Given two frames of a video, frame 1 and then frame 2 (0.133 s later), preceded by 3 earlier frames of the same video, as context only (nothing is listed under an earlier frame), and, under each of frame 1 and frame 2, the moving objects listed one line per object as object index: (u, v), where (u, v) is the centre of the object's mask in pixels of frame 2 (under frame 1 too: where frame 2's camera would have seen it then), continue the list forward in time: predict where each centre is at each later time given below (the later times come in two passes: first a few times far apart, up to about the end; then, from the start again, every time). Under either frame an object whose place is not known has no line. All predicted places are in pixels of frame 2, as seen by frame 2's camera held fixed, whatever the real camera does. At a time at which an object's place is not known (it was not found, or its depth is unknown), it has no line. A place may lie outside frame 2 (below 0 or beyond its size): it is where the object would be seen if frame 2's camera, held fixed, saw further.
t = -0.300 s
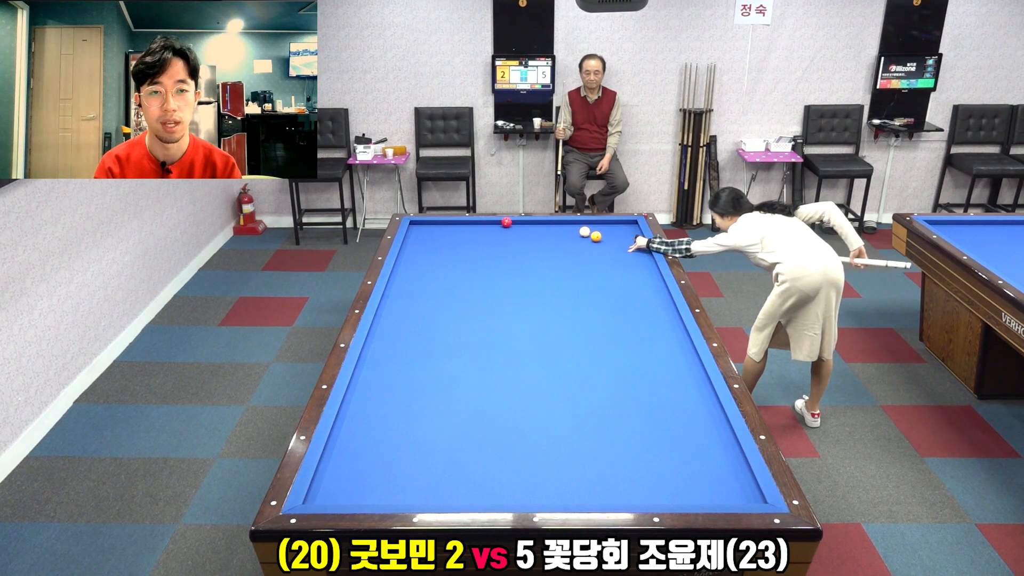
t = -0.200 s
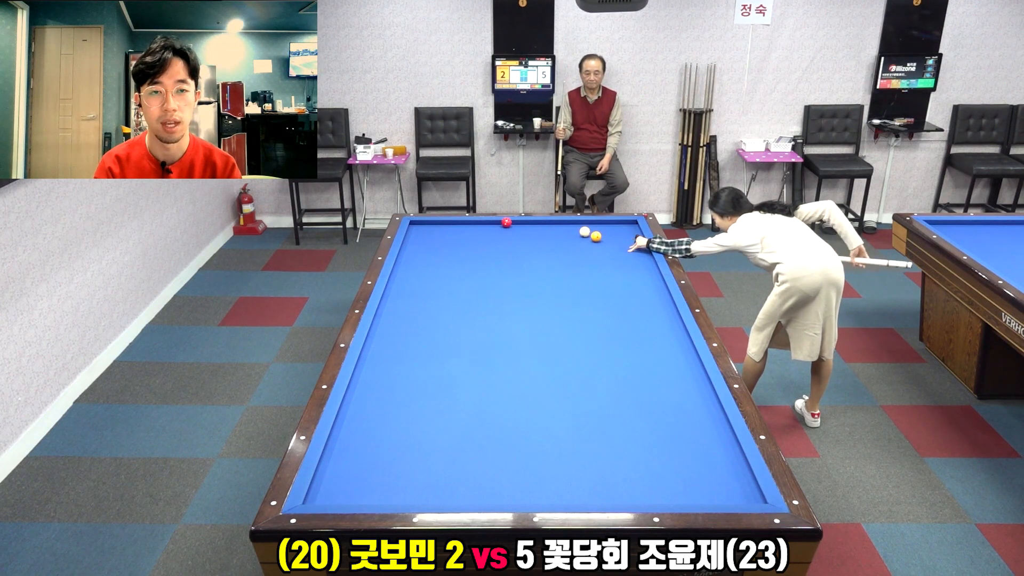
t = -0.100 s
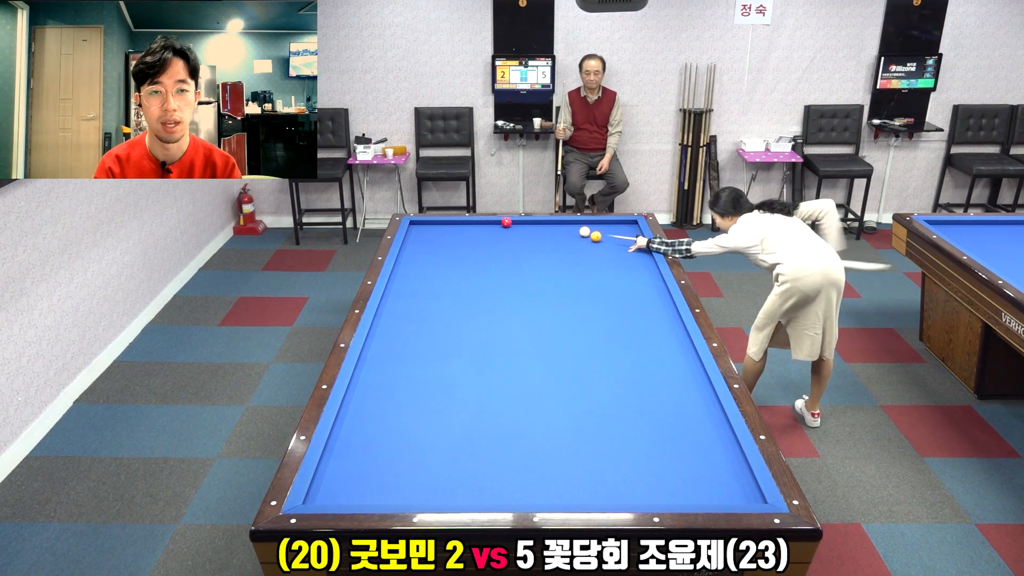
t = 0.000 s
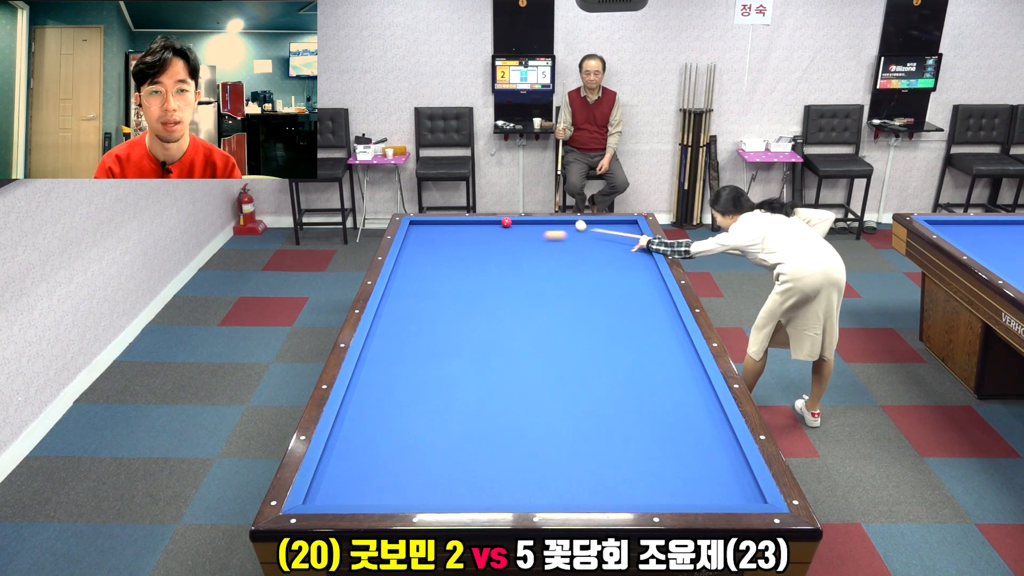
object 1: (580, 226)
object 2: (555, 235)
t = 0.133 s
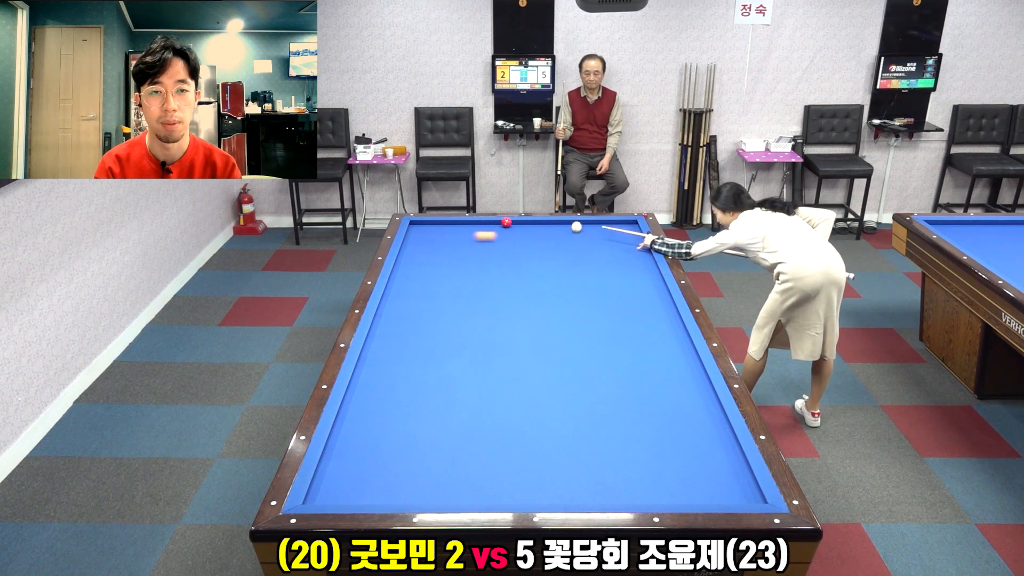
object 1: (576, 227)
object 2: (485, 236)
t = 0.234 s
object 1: (575, 233)
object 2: (433, 235)
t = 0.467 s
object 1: (571, 246)
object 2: (489, 231)
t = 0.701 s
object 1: (567, 260)
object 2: (572, 227)
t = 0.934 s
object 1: (562, 275)
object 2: (631, 225)
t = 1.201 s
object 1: (556, 294)
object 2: (579, 223)
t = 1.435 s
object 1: (550, 313)
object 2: (543, 222)
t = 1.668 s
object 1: (544, 334)
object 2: (516, 222)
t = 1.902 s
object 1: (537, 356)
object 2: (508, 223)
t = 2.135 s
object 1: (530, 381)
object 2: (501, 224)
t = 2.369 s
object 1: (521, 410)
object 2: (494, 224)
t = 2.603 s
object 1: (511, 441)
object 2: (487, 225)
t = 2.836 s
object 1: (500, 477)
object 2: (481, 225)
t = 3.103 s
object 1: (490, 487)
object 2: (474, 226)
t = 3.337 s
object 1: (485, 465)
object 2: (468, 226)
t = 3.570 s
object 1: (480, 446)
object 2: (463, 227)
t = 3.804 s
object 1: (475, 428)
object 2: (458, 227)
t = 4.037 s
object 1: (471, 413)
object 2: (453, 227)
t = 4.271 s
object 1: (468, 398)
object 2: (449, 228)
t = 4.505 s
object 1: (464, 385)
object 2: (445, 228)
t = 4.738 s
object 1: (461, 372)
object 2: (441, 228)
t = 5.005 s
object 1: (458, 359)
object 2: (438, 228)
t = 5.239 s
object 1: (456, 349)
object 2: (435, 229)
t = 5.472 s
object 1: (453, 340)
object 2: (432, 229)
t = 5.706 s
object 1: (452, 331)
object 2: (430, 229)
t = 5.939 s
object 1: (450, 322)
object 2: (428, 229)
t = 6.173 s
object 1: (448, 315)
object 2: (427, 229)
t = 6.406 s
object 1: (446, 307)
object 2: (426, 229)
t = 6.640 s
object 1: (445, 301)
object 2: (426, 229)
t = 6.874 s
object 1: (443, 294)
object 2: (425, 229)
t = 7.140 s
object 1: (441, 288)
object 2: (425, 229)
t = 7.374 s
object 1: (440, 282)
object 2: (425, 229)
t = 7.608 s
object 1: (439, 277)
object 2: (425, 229)
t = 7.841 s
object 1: (438, 272)
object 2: (425, 229)
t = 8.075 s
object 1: (437, 268)
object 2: (425, 229)
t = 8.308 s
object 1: (436, 264)
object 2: (425, 229)
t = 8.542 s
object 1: (435, 260)
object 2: (425, 229)
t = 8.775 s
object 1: (434, 256)
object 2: (425, 229)
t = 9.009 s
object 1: (433, 252)
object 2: (425, 229)
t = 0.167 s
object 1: (576, 229)
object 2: (468, 236)
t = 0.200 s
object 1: (575, 231)
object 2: (450, 236)
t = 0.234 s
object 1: (575, 233)
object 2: (433, 235)
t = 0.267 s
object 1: (574, 234)
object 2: (416, 235)
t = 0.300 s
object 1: (573, 236)
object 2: (417, 234)
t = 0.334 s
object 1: (573, 238)
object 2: (432, 234)
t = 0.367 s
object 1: (573, 240)
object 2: (447, 233)
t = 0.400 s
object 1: (572, 242)
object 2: (461, 233)
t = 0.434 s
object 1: (571, 244)
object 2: (476, 232)
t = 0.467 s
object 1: (571, 246)
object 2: (489, 231)
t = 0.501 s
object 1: (570, 248)
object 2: (502, 231)
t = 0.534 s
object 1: (570, 250)
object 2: (515, 230)
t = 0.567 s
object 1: (569, 252)
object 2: (528, 229)
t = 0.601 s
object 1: (569, 254)
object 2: (540, 229)
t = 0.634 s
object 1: (568, 256)
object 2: (551, 228)
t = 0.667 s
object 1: (567, 258)
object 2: (562, 228)
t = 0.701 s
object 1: (567, 260)
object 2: (572, 227)
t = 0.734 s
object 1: (566, 262)
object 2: (583, 227)
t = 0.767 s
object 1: (565, 264)
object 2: (592, 226)
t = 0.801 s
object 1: (565, 266)
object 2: (602, 226)
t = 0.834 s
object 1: (564, 268)
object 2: (611, 225)
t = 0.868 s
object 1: (563, 271)
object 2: (620, 225)
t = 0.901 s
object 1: (563, 273)
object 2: (628, 225)
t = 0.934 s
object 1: (562, 275)
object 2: (631, 225)
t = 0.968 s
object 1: (561, 277)
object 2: (622, 225)
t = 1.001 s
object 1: (561, 280)
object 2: (615, 225)
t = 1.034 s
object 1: (560, 282)
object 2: (608, 224)
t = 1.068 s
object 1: (559, 285)
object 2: (602, 223)
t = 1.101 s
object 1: (558, 287)
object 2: (596, 223)
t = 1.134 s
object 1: (558, 289)
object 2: (590, 223)
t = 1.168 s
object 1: (557, 292)
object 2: (585, 223)
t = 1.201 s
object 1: (556, 294)
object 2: (579, 223)
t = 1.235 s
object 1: (555, 297)
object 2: (574, 222)
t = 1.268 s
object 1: (555, 300)
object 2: (569, 222)
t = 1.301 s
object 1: (554, 302)
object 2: (564, 222)
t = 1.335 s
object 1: (553, 305)
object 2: (559, 222)
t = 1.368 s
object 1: (552, 308)
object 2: (554, 222)
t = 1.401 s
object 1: (551, 311)
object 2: (548, 222)
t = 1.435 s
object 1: (550, 313)
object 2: (543, 222)
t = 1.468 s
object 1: (550, 316)
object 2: (538, 222)
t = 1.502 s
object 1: (549, 319)
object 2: (533, 222)
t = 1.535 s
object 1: (548, 322)
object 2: (528, 222)
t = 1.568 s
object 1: (547, 325)
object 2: (524, 222)
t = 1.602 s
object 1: (546, 328)
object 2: (519, 222)
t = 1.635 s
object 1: (545, 331)
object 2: (516, 222)
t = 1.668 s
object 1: (544, 334)
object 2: (516, 222)
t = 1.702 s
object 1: (543, 337)
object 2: (515, 223)
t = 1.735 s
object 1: (542, 340)
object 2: (514, 223)
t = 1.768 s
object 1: (541, 343)
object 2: (512, 223)
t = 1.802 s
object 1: (540, 346)
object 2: (512, 223)
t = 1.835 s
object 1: (539, 349)
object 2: (510, 223)
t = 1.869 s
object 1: (538, 353)
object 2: (509, 223)
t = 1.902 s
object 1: (537, 356)
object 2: (508, 223)
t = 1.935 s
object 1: (536, 360)
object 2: (507, 223)
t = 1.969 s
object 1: (535, 363)
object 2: (506, 223)
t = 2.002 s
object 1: (534, 367)
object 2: (505, 223)
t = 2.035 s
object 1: (533, 370)
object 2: (504, 223)
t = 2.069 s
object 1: (532, 374)
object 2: (503, 223)
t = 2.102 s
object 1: (531, 378)
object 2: (502, 224)
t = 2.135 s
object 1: (530, 381)
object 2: (501, 224)
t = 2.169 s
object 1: (529, 385)
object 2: (500, 224)
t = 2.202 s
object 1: (527, 389)
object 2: (499, 224)
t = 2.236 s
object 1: (526, 393)
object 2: (498, 224)
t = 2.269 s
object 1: (525, 397)
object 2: (497, 224)
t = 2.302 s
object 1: (524, 401)
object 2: (496, 224)
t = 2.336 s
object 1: (523, 405)
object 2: (495, 224)
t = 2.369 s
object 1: (521, 410)
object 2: (494, 224)
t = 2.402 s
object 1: (520, 414)
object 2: (493, 224)
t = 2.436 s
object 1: (518, 418)
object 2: (492, 224)
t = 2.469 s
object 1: (517, 423)
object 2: (491, 225)
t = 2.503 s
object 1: (516, 427)
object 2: (490, 225)
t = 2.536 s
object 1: (514, 432)
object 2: (489, 225)
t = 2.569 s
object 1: (513, 436)
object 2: (488, 225)
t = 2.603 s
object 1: (511, 441)
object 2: (487, 225)
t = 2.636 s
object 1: (510, 446)
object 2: (486, 225)
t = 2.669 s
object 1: (508, 451)
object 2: (485, 225)
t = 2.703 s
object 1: (507, 456)
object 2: (484, 225)
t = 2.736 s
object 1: (505, 462)
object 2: (483, 225)
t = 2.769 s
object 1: (504, 467)
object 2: (482, 225)
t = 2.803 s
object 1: (502, 472)
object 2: (481, 225)
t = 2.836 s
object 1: (500, 477)
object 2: (481, 225)
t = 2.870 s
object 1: (499, 483)
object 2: (480, 225)
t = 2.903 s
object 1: (497, 489)
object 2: (479, 226)
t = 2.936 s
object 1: (495, 493)
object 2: (478, 225)
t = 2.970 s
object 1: (494, 496)
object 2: (477, 226)
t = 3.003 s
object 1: (492, 495)
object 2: (476, 226)
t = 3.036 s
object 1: (492, 493)
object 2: (475, 226)
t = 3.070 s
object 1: (491, 490)
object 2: (475, 226)
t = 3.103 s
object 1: (490, 487)
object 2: (474, 226)
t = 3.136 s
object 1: (489, 483)
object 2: (473, 226)
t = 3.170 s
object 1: (488, 480)
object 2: (472, 226)
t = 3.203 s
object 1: (488, 477)
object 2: (471, 226)
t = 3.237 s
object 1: (487, 474)
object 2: (470, 226)
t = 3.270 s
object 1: (486, 471)
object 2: (470, 226)
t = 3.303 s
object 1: (485, 468)
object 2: (469, 226)
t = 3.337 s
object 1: (485, 465)
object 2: (468, 226)
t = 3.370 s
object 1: (484, 463)
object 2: (467, 226)
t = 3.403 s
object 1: (483, 460)
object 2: (466, 226)
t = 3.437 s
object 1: (483, 457)
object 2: (466, 226)
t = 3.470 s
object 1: (482, 454)
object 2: (465, 227)
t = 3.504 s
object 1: (481, 451)
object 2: (464, 227)
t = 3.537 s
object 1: (481, 449)
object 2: (463, 227)
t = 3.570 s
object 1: (480, 446)
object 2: (463, 227)
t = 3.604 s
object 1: (479, 443)
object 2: (462, 227)
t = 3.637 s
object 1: (478, 441)
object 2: (461, 227)
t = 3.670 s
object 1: (478, 439)
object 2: (461, 227)
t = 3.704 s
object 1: (477, 436)
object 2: (460, 227)
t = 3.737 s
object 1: (477, 433)
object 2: (459, 227)
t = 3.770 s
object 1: (476, 431)
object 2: (458, 227)
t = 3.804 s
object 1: (475, 428)
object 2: (458, 227)
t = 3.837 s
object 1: (475, 426)
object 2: (457, 227)
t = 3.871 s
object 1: (474, 424)
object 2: (456, 227)
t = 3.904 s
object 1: (474, 421)
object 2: (456, 227)
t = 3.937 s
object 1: (473, 419)
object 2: (455, 227)
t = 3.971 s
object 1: (472, 417)
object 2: (454, 227)
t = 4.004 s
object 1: (472, 415)
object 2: (454, 227)
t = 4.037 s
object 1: (471, 413)
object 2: (453, 227)
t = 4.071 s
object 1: (471, 410)
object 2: (452, 227)
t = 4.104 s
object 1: (470, 408)
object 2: (452, 227)
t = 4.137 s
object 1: (470, 406)
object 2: (451, 227)
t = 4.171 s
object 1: (469, 404)
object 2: (451, 228)
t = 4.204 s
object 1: (468, 402)
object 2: (450, 228)
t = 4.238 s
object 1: (468, 400)
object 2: (449, 228)
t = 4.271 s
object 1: (468, 398)
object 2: (449, 228)
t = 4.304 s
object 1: (467, 396)
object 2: (448, 228)
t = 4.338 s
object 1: (467, 394)
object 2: (448, 228)
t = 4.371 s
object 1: (466, 392)
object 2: (447, 228)
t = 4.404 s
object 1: (466, 390)
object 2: (446, 228)
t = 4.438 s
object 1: (465, 388)
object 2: (446, 228)
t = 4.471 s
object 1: (465, 386)
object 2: (445, 228)
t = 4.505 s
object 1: (464, 385)
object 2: (445, 228)
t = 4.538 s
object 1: (464, 383)
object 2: (444, 228)
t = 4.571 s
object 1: (463, 381)
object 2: (444, 228)
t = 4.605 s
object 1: (463, 379)
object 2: (443, 228)
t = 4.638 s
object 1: (463, 377)
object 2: (443, 228)
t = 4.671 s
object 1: (462, 376)
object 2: (442, 228)
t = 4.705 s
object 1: (462, 374)
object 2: (442, 228)
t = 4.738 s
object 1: (461, 372)
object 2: (441, 228)
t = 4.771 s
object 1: (461, 371)
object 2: (441, 228)
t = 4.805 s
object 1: (461, 369)
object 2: (440, 228)
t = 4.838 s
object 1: (460, 367)
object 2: (440, 228)
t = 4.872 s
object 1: (460, 366)
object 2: (439, 228)
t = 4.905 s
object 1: (459, 364)
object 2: (439, 228)
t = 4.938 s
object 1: (459, 363)
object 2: (438, 228)
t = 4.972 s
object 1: (459, 361)
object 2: (438, 228)
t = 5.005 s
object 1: (458, 359)
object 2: (438, 228)
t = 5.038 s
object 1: (458, 358)
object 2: (437, 228)
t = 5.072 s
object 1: (457, 356)
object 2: (437, 228)
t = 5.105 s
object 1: (457, 355)
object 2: (436, 228)
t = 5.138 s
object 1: (457, 353)
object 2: (436, 228)
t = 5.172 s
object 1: (456, 352)
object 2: (436, 228)
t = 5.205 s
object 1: (456, 351)
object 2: (435, 228)
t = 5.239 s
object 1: (456, 349)
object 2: (435, 229)
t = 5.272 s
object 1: (456, 348)
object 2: (434, 228)
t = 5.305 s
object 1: (455, 346)
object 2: (434, 229)
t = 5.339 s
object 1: (455, 345)
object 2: (434, 229)
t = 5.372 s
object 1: (454, 344)
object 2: (433, 229)
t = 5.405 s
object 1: (454, 342)
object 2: (433, 229)
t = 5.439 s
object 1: (454, 341)
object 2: (433, 229)
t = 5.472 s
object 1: (453, 340)
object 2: (432, 229)
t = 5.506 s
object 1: (453, 338)
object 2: (432, 229)
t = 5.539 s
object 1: (453, 337)
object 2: (432, 229)
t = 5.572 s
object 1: (453, 336)
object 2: (431, 229)
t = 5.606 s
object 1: (452, 334)
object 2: (431, 229)
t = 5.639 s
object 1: (452, 333)
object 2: (431, 229)
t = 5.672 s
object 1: (452, 332)
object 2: (430, 229)
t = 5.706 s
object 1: (452, 331)
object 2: (430, 229)
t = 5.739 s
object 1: (451, 329)
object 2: (430, 229)
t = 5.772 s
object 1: (451, 328)
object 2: (430, 229)
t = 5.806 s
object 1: (451, 327)
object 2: (429, 229)
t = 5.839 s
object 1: (450, 326)
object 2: (429, 229)
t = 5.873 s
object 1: (450, 325)
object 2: (429, 229)
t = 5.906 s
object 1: (450, 323)
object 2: (429, 229)
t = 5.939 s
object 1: (450, 322)
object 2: (428, 229)
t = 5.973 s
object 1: (449, 321)
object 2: (428, 229)
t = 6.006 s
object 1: (449, 320)
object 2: (428, 229)
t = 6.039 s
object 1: (449, 319)
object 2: (428, 229)
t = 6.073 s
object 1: (449, 318)
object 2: (428, 229)
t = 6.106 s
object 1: (448, 317)
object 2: (428, 229)
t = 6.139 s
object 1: (448, 316)
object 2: (427, 229)
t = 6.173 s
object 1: (448, 315)
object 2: (427, 229)
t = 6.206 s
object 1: (448, 314)
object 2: (427, 229)
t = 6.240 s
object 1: (447, 313)
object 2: (427, 229)
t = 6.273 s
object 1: (447, 311)
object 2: (427, 229)
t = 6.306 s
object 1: (447, 310)
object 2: (427, 229)
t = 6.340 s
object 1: (446, 309)
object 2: (426, 229)
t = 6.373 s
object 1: (446, 309)
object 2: (426, 229)
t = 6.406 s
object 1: (446, 307)
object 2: (426, 229)
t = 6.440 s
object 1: (446, 307)
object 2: (426, 229)
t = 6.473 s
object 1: (446, 306)
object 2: (426, 229)
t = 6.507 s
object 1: (445, 305)
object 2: (426, 229)
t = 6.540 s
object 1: (445, 304)
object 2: (426, 229)
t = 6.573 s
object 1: (445, 303)
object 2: (426, 229)
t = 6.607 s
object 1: (445, 302)
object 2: (426, 229)
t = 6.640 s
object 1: (445, 301)
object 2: (426, 229)
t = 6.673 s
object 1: (444, 300)
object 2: (426, 229)
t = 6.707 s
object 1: (444, 299)
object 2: (425, 229)
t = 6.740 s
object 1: (444, 298)
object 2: (425, 229)
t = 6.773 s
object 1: (444, 297)
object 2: (425, 229)
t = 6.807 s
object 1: (443, 296)
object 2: (425, 229)
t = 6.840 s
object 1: (443, 295)
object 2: (425, 229)
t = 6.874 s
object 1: (443, 294)
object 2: (425, 229)
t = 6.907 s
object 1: (443, 293)
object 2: (425, 229)
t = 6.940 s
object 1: (443, 293)
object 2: (425, 229)
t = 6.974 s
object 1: (442, 292)
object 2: (425, 229)
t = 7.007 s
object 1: (442, 291)
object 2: (425, 229)
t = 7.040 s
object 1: (442, 290)
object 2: (425, 229)
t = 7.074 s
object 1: (442, 289)
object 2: (425, 229)
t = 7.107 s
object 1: (441, 288)
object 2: (425, 229)
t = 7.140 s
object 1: (441, 288)
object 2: (425, 229)
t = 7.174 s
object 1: (441, 287)
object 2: (425, 229)
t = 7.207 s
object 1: (441, 286)
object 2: (425, 229)
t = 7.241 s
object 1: (441, 285)
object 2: (425, 229)
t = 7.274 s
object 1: (441, 285)
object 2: (425, 229)
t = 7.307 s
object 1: (440, 284)
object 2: (425, 229)
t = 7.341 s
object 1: (440, 283)
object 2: (425, 229)
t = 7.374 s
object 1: (440, 282)
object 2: (425, 229)
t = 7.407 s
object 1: (440, 282)
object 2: (425, 229)
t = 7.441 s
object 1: (440, 281)
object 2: (425, 229)
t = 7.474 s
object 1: (439, 280)
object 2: (425, 229)
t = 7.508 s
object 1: (439, 279)
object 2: (425, 229)
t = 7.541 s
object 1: (439, 279)
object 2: (425, 229)
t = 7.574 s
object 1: (439, 278)
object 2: (425, 229)
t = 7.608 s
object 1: (439, 277)
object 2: (425, 229)
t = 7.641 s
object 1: (439, 276)
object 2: (425, 229)
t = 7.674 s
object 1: (438, 276)
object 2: (425, 229)
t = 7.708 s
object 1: (438, 275)
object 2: (425, 229)
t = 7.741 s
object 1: (438, 274)
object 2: (425, 229)
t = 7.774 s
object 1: (438, 274)
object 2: (425, 229)
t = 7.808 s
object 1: (438, 273)
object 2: (425, 229)
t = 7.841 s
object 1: (438, 272)
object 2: (425, 229)
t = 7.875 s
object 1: (437, 272)
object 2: (425, 229)
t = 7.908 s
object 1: (437, 271)
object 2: (425, 229)
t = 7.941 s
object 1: (437, 270)
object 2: (425, 229)
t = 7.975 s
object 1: (437, 270)
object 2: (425, 229)
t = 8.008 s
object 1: (437, 269)
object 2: (425, 229)
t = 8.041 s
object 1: (437, 268)
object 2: (425, 229)
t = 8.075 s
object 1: (437, 268)
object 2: (425, 229)
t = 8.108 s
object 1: (436, 267)
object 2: (425, 229)
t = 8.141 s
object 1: (436, 267)
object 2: (425, 229)
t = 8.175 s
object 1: (436, 266)
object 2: (425, 229)
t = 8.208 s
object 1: (436, 265)
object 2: (425, 229)
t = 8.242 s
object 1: (436, 265)
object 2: (425, 229)
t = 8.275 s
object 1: (436, 264)
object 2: (425, 229)
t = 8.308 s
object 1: (436, 264)
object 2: (425, 229)
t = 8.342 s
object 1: (435, 263)
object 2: (425, 229)
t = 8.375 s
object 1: (435, 262)
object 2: (425, 229)
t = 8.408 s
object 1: (435, 262)
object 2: (425, 229)
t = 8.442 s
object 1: (435, 261)
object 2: (425, 229)
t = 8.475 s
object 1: (435, 261)
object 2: (425, 229)
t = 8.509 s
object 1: (435, 260)
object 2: (425, 229)
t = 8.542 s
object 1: (435, 260)
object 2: (425, 229)
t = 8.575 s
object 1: (435, 259)
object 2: (425, 229)
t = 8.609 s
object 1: (434, 258)
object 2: (425, 229)
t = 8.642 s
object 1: (434, 258)
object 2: (425, 229)
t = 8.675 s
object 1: (434, 257)
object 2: (425, 229)
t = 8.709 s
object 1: (434, 257)
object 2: (425, 229)
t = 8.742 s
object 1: (434, 256)
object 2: (425, 229)
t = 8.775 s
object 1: (434, 256)
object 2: (425, 229)
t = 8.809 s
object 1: (434, 255)
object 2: (425, 229)
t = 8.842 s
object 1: (433, 255)
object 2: (425, 229)
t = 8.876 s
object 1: (433, 254)
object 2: (425, 229)
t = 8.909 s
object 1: (433, 254)
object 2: (425, 229)
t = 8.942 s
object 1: (433, 253)
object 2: (425, 229)
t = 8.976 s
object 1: (433, 253)
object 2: (425, 229)
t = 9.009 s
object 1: (433, 252)
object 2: (425, 229)
